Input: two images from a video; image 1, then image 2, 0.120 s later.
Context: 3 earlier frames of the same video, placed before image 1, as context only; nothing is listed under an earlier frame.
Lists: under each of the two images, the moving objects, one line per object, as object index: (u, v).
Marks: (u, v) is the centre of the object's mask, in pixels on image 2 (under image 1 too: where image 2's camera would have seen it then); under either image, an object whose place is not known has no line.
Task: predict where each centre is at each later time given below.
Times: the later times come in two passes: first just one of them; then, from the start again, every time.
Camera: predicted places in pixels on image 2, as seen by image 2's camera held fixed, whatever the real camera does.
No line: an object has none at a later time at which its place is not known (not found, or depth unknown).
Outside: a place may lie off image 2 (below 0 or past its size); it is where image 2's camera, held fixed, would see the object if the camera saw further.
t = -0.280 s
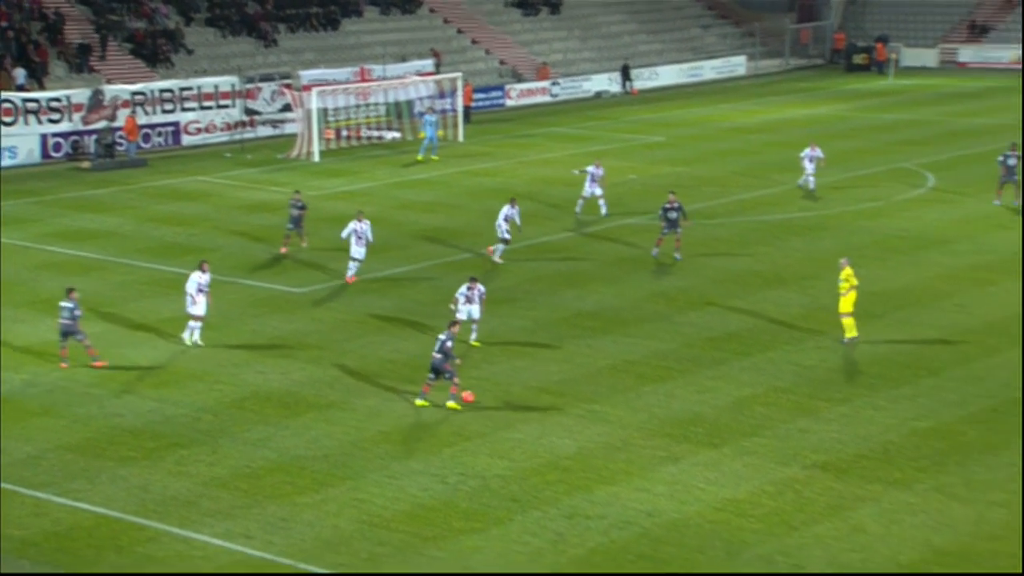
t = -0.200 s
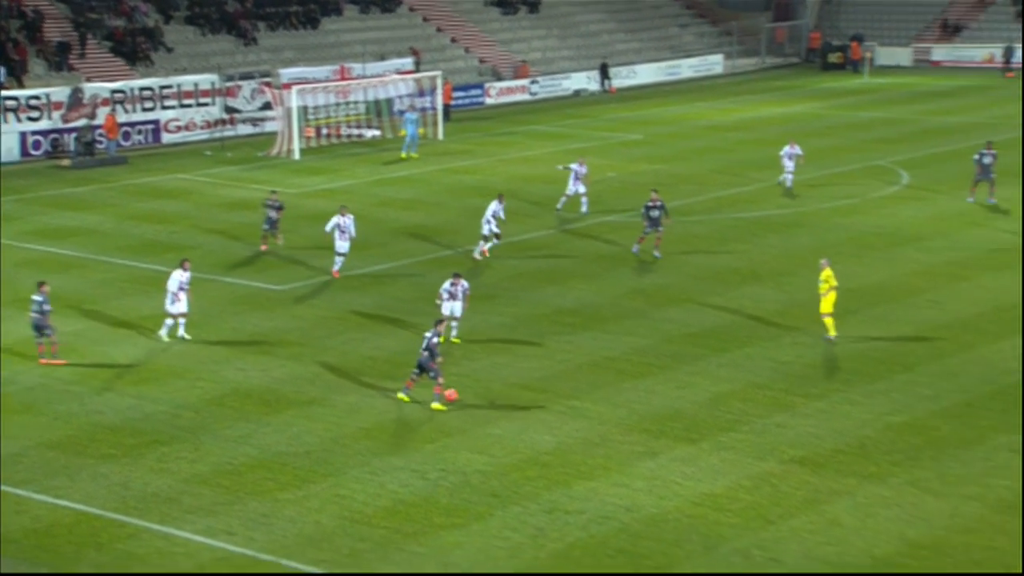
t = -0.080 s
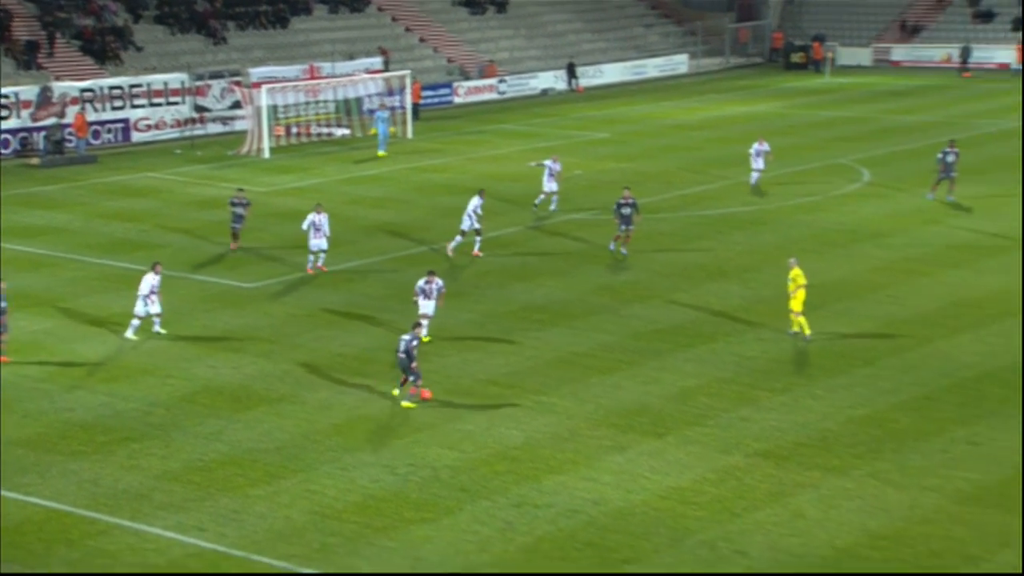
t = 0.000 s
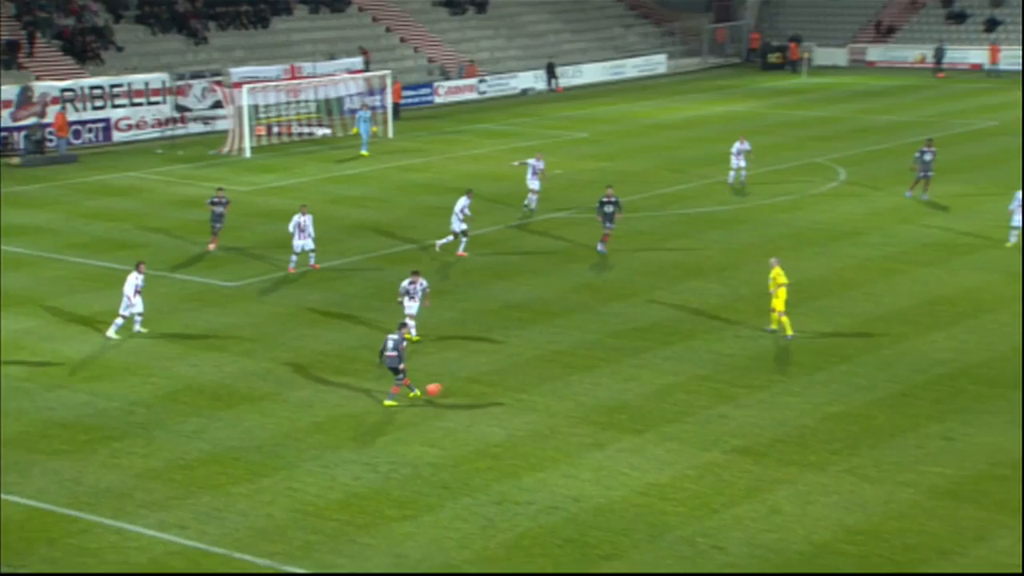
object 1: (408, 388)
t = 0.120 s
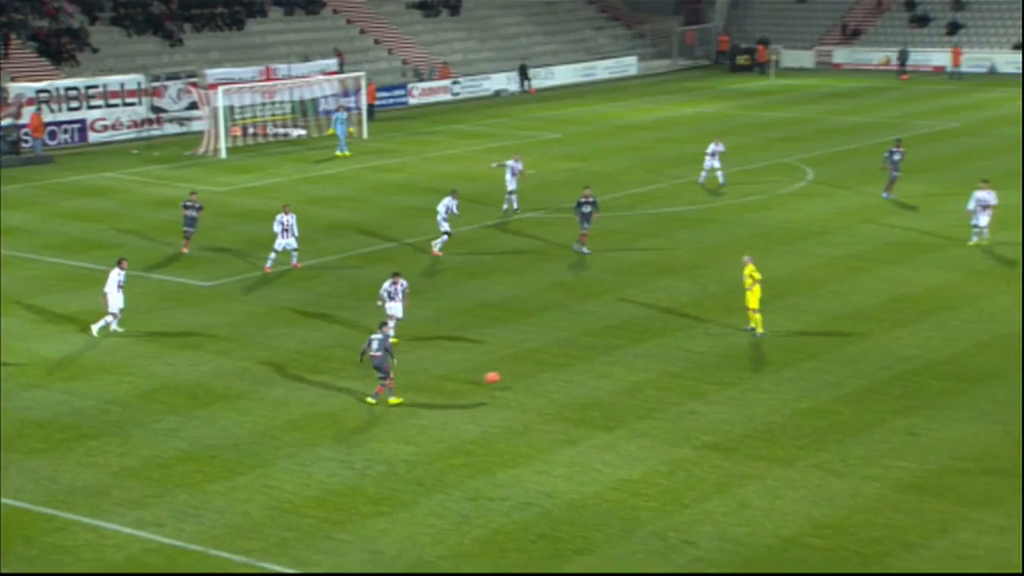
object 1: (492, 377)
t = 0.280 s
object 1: (598, 373)
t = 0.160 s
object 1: (519, 376)
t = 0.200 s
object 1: (545, 376)
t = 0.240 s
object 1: (573, 376)
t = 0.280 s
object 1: (598, 373)
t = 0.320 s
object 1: (621, 369)
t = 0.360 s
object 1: (644, 365)
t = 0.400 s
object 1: (667, 362)
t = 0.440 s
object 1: (689, 361)
